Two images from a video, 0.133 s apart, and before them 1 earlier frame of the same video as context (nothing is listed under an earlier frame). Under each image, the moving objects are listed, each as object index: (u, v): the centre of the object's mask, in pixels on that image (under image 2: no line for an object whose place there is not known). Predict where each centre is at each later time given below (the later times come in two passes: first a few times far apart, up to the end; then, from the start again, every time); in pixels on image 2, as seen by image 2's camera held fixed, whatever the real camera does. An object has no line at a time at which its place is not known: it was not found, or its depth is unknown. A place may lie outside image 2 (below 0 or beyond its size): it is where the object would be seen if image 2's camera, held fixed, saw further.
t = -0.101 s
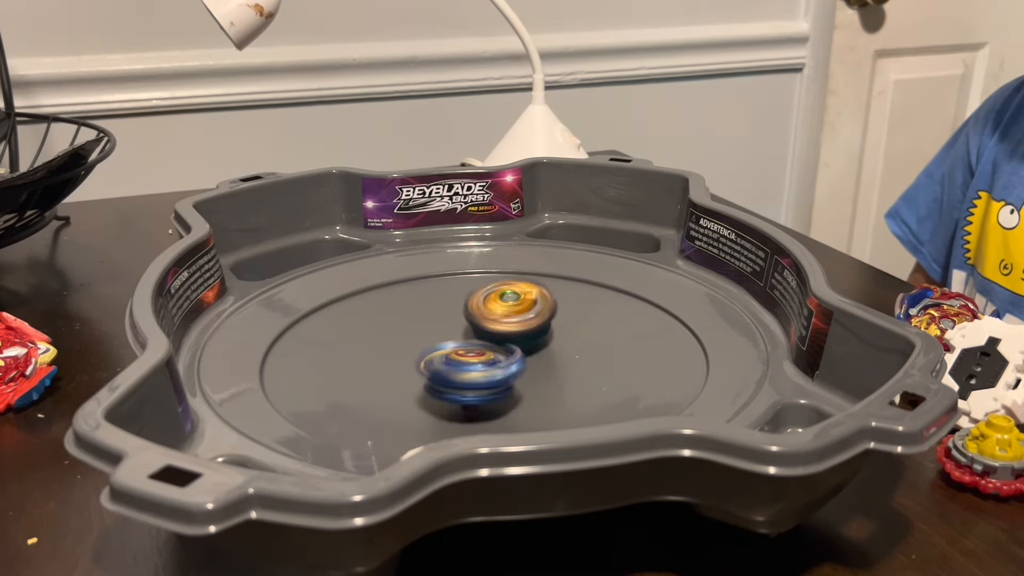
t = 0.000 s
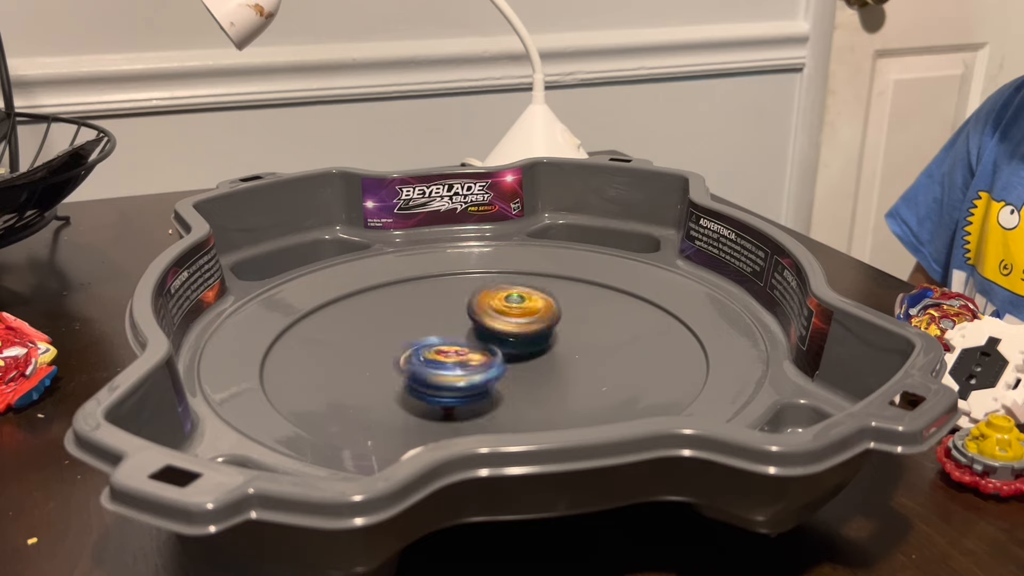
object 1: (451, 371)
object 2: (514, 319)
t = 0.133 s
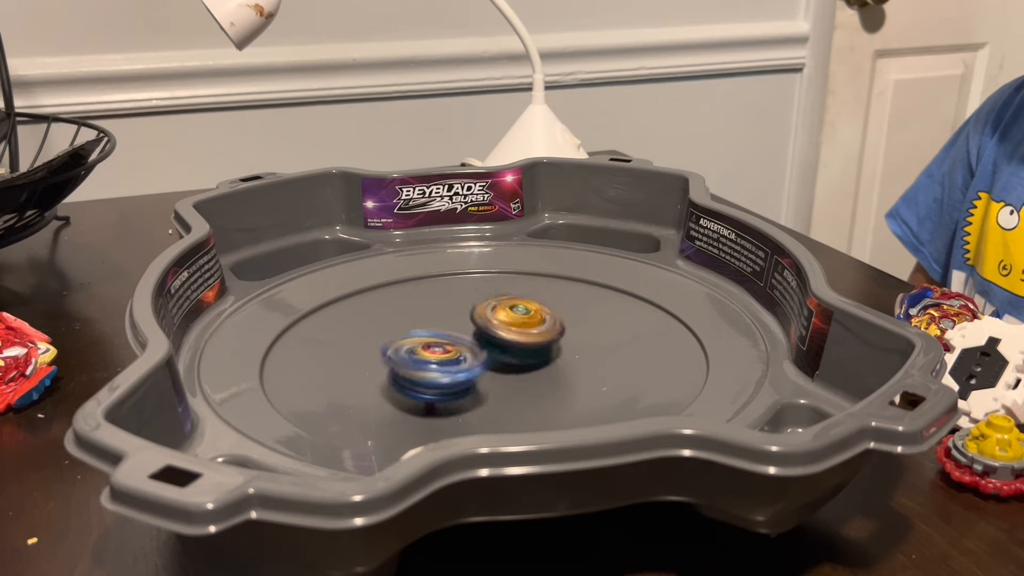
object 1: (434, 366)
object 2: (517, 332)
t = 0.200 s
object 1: (433, 362)
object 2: (519, 338)
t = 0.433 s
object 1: (419, 350)
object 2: (557, 358)
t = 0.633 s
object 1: (445, 343)
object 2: (565, 363)
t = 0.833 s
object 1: (475, 332)
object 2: (559, 367)
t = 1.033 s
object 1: (482, 323)
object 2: (536, 372)
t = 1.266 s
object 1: (480, 327)
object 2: (512, 385)
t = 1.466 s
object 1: (476, 332)
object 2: (509, 391)
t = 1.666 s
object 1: (474, 330)
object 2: (508, 391)
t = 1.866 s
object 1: (478, 325)
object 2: (492, 388)
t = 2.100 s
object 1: (494, 326)
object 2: (468, 386)
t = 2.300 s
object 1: (502, 327)
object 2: (462, 390)
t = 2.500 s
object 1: (526, 337)
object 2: (435, 390)
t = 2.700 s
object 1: (518, 343)
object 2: (430, 388)
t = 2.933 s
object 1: (536, 341)
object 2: (433, 378)
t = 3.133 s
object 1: (520, 346)
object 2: (442, 372)
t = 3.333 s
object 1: (516, 347)
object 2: (429, 364)
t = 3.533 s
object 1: (515, 347)
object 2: (421, 359)
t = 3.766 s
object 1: (515, 347)
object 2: (428, 364)
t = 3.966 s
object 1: (514, 347)
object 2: (424, 366)
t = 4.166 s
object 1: (514, 347)
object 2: (424, 366)
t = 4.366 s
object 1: (514, 347)
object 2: (424, 366)
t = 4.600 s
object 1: (514, 347)
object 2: (424, 366)
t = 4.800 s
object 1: (514, 347)
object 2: (424, 366)
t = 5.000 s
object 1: (514, 347)
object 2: (424, 366)
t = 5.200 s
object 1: (514, 347)
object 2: (424, 365)
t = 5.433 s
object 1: (514, 347)
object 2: (424, 366)
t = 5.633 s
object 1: (514, 347)
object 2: (424, 366)
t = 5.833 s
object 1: (514, 347)
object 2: (424, 366)
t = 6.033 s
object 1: (514, 347)
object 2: (424, 366)
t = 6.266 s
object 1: (514, 347)
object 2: (424, 366)
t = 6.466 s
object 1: (514, 347)
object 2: (424, 366)
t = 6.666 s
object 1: (514, 347)
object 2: (424, 366)
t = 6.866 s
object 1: (514, 347)
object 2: (424, 366)
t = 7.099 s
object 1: (514, 347)
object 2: (424, 366)
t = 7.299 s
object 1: (514, 347)
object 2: (424, 366)
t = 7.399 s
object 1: (514, 347)
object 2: (424, 366)
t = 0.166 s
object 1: (432, 364)
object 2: (517, 335)
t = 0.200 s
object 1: (433, 362)
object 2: (519, 338)
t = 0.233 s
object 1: (431, 360)
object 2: (520, 343)
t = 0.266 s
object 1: (428, 358)
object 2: (525, 348)
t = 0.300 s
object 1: (425, 357)
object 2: (535, 347)
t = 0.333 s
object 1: (422, 354)
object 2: (544, 350)
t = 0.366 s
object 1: (420, 353)
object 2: (549, 352)
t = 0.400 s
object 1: (418, 353)
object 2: (554, 356)
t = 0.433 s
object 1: (419, 350)
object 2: (557, 358)
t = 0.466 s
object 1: (422, 349)
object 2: (560, 359)
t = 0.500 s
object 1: (424, 348)
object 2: (561, 360)
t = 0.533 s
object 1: (429, 347)
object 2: (563, 361)
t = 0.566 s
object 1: (434, 346)
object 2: (565, 362)
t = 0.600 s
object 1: (440, 344)
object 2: (565, 363)
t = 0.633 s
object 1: (445, 343)
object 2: (565, 363)
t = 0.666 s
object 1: (451, 341)
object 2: (565, 363)
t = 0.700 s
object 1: (458, 341)
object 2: (562, 364)
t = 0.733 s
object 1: (465, 340)
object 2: (561, 365)
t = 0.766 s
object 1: (470, 337)
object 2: (560, 365)
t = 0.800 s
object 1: (473, 335)
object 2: (560, 367)
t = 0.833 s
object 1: (475, 332)
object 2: (559, 367)
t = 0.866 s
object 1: (477, 331)
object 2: (553, 369)
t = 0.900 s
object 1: (480, 327)
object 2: (549, 371)
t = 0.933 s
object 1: (481, 325)
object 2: (546, 371)
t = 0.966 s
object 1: (481, 325)
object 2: (543, 372)
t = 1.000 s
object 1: (481, 324)
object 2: (541, 372)
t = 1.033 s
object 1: (482, 323)
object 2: (536, 372)
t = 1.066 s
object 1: (482, 323)
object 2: (531, 374)
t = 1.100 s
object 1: (481, 324)
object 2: (529, 377)
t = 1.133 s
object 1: (481, 323)
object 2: (524, 379)
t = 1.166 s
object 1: (481, 324)
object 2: (520, 381)
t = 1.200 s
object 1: (481, 325)
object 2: (516, 382)
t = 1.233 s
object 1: (481, 326)
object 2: (514, 383)
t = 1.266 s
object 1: (480, 327)
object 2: (512, 385)
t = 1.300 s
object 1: (480, 328)
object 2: (512, 387)
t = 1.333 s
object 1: (479, 330)
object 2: (510, 390)
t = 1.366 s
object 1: (479, 331)
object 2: (508, 391)
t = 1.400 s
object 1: (478, 332)
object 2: (507, 390)
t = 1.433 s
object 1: (477, 333)
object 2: (507, 391)
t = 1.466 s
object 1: (476, 332)
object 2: (509, 391)
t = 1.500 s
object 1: (476, 333)
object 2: (510, 392)
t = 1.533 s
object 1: (475, 333)
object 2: (510, 391)
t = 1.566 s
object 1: (473, 333)
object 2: (508, 390)
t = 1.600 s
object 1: (472, 334)
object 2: (505, 388)
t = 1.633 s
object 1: (472, 331)
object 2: (506, 388)
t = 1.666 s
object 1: (474, 330)
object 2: (508, 391)
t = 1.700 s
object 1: (473, 330)
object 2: (506, 392)
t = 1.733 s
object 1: (473, 329)
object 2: (503, 392)
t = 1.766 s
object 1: (475, 328)
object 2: (501, 390)
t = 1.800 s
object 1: (476, 327)
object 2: (498, 388)
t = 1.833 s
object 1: (476, 325)
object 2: (495, 388)
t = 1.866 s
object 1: (478, 325)
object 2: (492, 388)
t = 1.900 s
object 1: (481, 325)
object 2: (488, 385)
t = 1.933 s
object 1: (482, 323)
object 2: (485, 385)
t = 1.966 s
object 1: (487, 323)
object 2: (481, 385)
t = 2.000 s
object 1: (488, 323)
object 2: (478, 385)
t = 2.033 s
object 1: (489, 324)
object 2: (475, 386)
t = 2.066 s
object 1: (493, 326)
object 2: (472, 386)
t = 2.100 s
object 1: (494, 326)
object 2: (468, 386)
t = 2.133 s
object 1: (496, 327)
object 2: (465, 388)
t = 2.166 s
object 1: (498, 326)
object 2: (465, 389)
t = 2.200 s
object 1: (498, 326)
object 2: (464, 390)
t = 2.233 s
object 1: (497, 328)
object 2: (463, 390)
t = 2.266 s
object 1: (500, 327)
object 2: (462, 392)
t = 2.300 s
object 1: (502, 327)
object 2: (462, 390)
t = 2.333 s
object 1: (503, 328)
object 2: (462, 388)
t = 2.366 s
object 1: (506, 330)
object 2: (464, 387)
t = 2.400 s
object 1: (510, 333)
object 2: (461, 386)
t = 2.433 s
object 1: (515, 332)
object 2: (450, 386)
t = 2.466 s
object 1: (521, 336)
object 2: (439, 392)
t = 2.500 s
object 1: (526, 337)
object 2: (435, 390)
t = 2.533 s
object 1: (524, 338)
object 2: (429, 390)
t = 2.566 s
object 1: (522, 340)
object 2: (427, 389)
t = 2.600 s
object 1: (520, 343)
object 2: (427, 389)
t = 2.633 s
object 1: (518, 343)
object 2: (428, 390)
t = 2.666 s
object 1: (516, 344)
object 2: (427, 390)
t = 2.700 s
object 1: (518, 343)
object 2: (430, 388)
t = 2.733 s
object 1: (516, 344)
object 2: (432, 386)
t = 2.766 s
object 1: (519, 344)
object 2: (436, 382)
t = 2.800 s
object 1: (519, 342)
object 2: (433, 379)
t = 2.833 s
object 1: (526, 338)
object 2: (430, 376)
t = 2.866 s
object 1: (533, 341)
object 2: (430, 377)
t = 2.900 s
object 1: (536, 341)
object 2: (432, 377)
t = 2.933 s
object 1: (536, 341)
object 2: (433, 378)
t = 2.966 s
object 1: (534, 343)
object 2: (436, 376)
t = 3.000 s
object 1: (529, 345)
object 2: (437, 375)
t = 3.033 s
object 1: (525, 347)
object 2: (440, 374)
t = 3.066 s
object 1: (523, 346)
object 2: (441, 372)
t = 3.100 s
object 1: (521, 347)
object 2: (440, 370)
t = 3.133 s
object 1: (520, 346)
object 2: (442, 372)
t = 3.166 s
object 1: (520, 346)
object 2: (440, 370)
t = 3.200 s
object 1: (520, 346)
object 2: (441, 370)
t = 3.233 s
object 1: (519, 346)
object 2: (440, 368)
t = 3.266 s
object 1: (518, 347)
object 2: (436, 367)
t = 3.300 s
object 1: (517, 347)
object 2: (432, 365)
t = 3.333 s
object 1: (516, 347)
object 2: (429, 364)
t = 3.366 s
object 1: (516, 347)
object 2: (425, 363)
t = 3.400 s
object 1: (515, 347)
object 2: (423, 362)
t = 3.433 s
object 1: (515, 347)
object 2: (422, 361)
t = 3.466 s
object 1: (515, 348)
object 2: (422, 361)
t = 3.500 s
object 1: (515, 347)
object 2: (421, 360)
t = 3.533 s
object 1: (515, 347)
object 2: (421, 359)
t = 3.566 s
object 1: (515, 347)
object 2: (423, 359)
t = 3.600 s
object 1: (516, 347)
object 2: (425, 359)
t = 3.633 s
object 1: (515, 347)
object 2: (426, 359)
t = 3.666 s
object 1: (515, 346)
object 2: (428, 361)
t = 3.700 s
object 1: (515, 347)
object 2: (428, 362)
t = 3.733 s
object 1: (514, 347)
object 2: (428, 363)
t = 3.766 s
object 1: (515, 347)
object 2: (428, 364)
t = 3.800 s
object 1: (515, 347)
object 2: (427, 364)
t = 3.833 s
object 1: (514, 347)
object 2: (426, 365)
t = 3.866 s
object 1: (514, 347)
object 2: (425, 365)
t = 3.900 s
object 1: (514, 347)
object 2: (425, 366)
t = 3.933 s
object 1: (514, 347)
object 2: (424, 366)
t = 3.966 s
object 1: (514, 347)
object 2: (424, 366)
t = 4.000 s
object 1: (514, 347)
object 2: (424, 366)
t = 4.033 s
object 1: (514, 347)
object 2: (424, 366)
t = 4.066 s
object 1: (514, 347)
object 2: (424, 366)
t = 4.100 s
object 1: (514, 347)
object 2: (424, 366)
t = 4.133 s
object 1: (514, 347)
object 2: (424, 366)
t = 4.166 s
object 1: (514, 347)
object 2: (424, 366)
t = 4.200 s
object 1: (514, 347)
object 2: (424, 366)
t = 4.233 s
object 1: (514, 347)
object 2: (424, 366)
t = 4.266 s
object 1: (514, 347)
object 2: (424, 365)
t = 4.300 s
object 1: (514, 347)
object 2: (424, 365)
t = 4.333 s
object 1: (514, 347)
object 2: (424, 366)
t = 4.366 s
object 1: (514, 347)
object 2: (424, 366)
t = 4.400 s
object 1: (514, 347)
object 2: (424, 366)
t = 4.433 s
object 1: (514, 347)
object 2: (424, 366)
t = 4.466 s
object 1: (514, 347)
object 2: (424, 366)
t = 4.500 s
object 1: (514, 347)
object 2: (424, 366)
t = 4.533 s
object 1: (514, 347)
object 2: (424, 366)
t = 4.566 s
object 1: (514, 347)
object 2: (424, 366)
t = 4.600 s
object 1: (514, 347)
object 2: (424, 366)
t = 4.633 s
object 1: (514, 347)
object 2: (424, 366)
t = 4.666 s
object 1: (514, 347)
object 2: (424, 366)
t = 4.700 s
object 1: (514, 347)
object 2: (424, 366)
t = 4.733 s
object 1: (514, 347)
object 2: (424, 366)
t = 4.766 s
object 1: (514, 347)
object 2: (424, 366)
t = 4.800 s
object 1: (514, 347)
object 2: (424, 366)
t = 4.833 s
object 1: (514, 347)
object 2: (424, 366)
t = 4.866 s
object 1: (514, 347)
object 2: (424, 366)
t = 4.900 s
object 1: (514, 347)
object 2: (424, 366)
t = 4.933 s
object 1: (514, 347)
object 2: (424, 366)
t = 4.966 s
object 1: (514, 347)
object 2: (424, 366)
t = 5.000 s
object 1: (514, 347)
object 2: (424, 366)
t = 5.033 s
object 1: (514, 347)
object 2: (424, 366)
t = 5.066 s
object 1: (514, 347)
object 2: (424, 366)
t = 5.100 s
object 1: (514, 347)
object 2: (424, 366)
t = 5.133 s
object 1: (514, 347)
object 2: (424, 366)
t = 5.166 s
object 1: (514, 347)
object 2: (424, 366)
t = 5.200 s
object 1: (514, 347)
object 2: (424, 365)
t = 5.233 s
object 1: (514, 347)
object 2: (424, 365)
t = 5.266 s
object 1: (514, 347)
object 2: (424, 365)
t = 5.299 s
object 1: (514, 347)
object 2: (424, 366)
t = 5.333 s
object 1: (514, 347)
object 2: (424, 366)
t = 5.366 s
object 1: (514, 347)
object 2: (424, 366)
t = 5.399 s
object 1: (514, 347)
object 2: (424, 366)
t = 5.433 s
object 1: (514, 347)
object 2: (424, 366)
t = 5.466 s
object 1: (514, 347)
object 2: (424, 366)
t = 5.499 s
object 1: (514, 347)
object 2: (424, 366)
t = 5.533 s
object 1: (514, 347)
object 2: (424, 366)
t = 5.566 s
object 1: (514, 347)
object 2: (424, 366)
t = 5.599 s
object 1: (514, 347)
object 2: (424, 366)
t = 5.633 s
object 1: (514, 347)
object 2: (424, 366)
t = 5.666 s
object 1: (514, 347)
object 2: (424, 366)
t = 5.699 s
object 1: (514, 347)
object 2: (424, 366)
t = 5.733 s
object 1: (514, 347)
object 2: (424, 366)
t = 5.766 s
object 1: (514, 347)
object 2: (424, 366)
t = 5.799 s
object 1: (514, 347)
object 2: (424, 366)
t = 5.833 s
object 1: (514, 347)
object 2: (424, 366)
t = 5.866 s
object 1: (514, 347)
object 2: (424, 366)
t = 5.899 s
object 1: (514, 347)
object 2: (424, 366)
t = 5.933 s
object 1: (514, 347)
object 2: (424, 366)
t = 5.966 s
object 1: (514, 347)
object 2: (424, 366)
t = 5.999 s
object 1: (514, 347)
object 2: (424, 366)
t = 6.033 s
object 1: (514, 347)
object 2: (424, 366)
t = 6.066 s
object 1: (514, 347)
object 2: (424, 366)
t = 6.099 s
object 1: (514, 347)
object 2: (424, 366)
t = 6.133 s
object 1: (514, 347)
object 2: (424, 366)
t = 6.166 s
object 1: (514, 347)
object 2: (424, 366)
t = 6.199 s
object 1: (514, 347)
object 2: (424, 366)
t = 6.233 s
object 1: (514, 347)
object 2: (424, 366)
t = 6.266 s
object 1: (514, 347)
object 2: (424, 366)
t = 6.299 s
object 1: (514, 347)
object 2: (424, 366)
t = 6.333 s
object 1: (514, 347)
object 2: (424, 366)
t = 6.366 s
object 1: (514, 347)
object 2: (424, 366)
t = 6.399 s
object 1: (514, 347)
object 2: (424, 366)
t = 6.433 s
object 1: (514, 347)
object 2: (424, 366)
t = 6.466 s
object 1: (514, 347)
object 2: (424, 366)
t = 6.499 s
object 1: (514, 347)
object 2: (424, 366)
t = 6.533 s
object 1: (514, 347)
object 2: (424, 366)
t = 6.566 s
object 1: (514, 347)
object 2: (424, 366)
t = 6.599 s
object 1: (514, 347)
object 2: (424, 366)
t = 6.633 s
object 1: (514, 347)
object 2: (424, 366)
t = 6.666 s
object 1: (514, 347)
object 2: (424, 366)
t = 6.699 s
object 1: (514, 347)
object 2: (424, 366)
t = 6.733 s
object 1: (514, 347)
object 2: (424, 366)
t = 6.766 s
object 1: (514, 347)
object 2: (424, 366)
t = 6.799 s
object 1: (514, 347)
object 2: (424, 366)
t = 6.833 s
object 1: (514, 347)
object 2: (424, 366)
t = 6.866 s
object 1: (514, 347)
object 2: (424, 366)
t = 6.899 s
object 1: (514, 347)
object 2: (424, 366)
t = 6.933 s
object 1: (514, 347)
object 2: (424, 366)
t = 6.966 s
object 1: (514, 347)
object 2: (424, 366)
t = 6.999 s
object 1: (514, 347)
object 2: (424, 366)
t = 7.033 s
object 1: (514, 347)
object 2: (424, 366)
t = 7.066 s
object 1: (514, 347)
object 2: (424, 366)
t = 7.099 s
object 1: (514, 347)
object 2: (424, 366)
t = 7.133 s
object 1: (514, 347)
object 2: (424, 366)
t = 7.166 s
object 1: (514, 347)
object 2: (424, 366)
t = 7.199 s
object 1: (514, 347)
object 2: (424, 366)
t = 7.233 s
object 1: (514, 347)
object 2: (424, 366)
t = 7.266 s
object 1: (514, 347)
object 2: (424, 366)
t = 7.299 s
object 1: (514, 347)
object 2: (424, 366)
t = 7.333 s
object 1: (514, 347)
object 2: (424, 366)
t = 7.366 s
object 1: (514, 347)
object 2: (424, 366)
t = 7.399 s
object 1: (514, 347)
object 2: (424, 366)
